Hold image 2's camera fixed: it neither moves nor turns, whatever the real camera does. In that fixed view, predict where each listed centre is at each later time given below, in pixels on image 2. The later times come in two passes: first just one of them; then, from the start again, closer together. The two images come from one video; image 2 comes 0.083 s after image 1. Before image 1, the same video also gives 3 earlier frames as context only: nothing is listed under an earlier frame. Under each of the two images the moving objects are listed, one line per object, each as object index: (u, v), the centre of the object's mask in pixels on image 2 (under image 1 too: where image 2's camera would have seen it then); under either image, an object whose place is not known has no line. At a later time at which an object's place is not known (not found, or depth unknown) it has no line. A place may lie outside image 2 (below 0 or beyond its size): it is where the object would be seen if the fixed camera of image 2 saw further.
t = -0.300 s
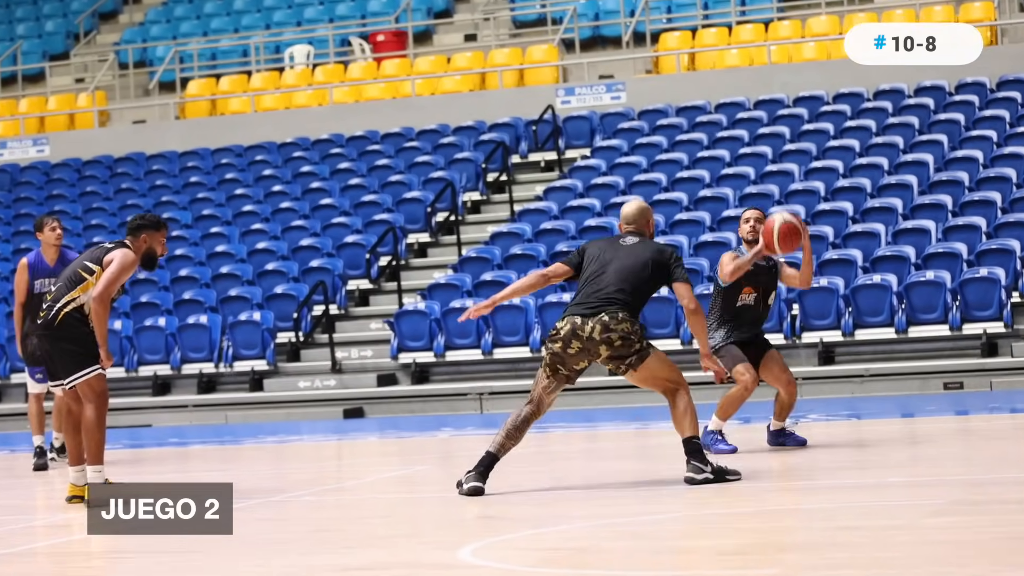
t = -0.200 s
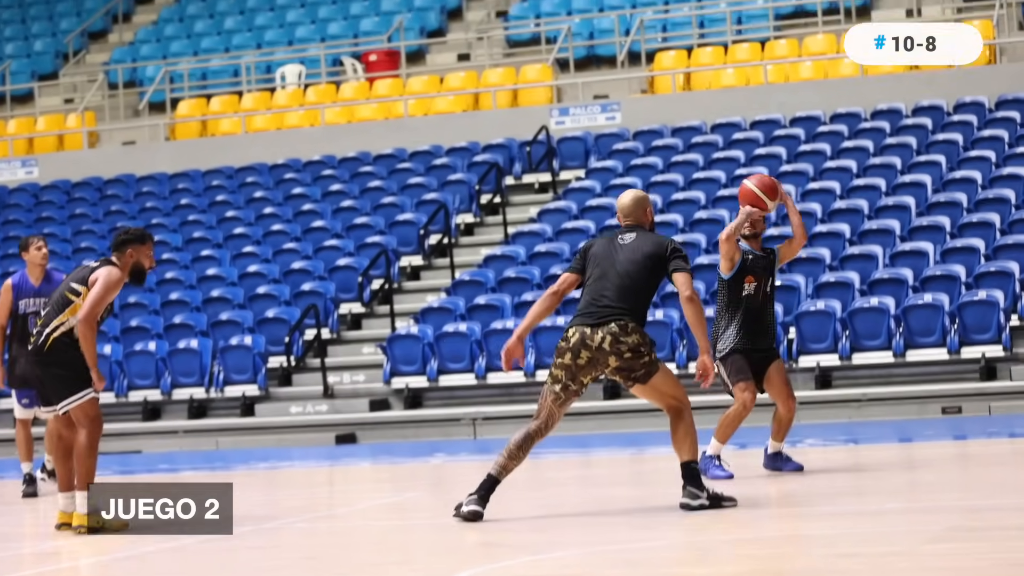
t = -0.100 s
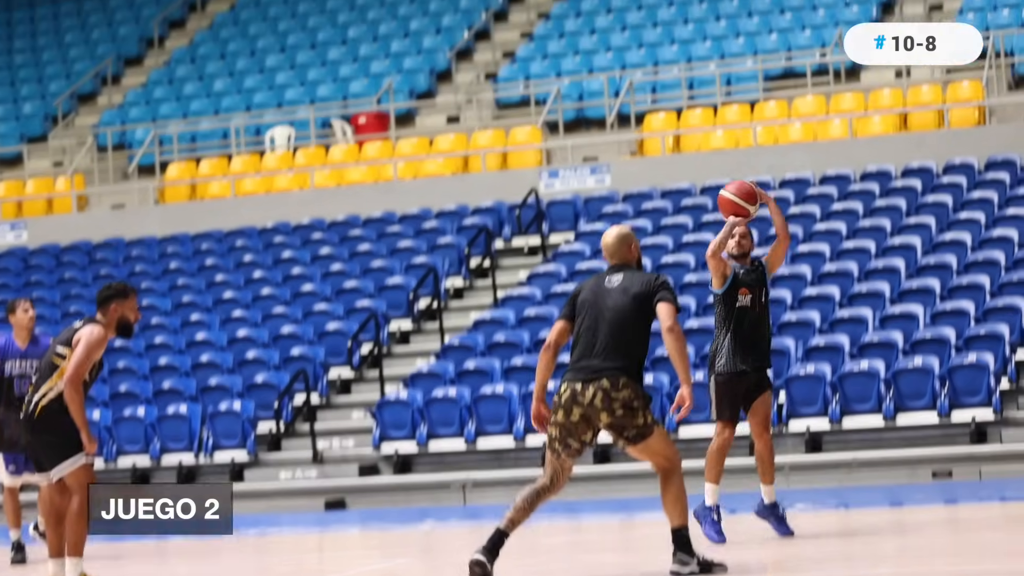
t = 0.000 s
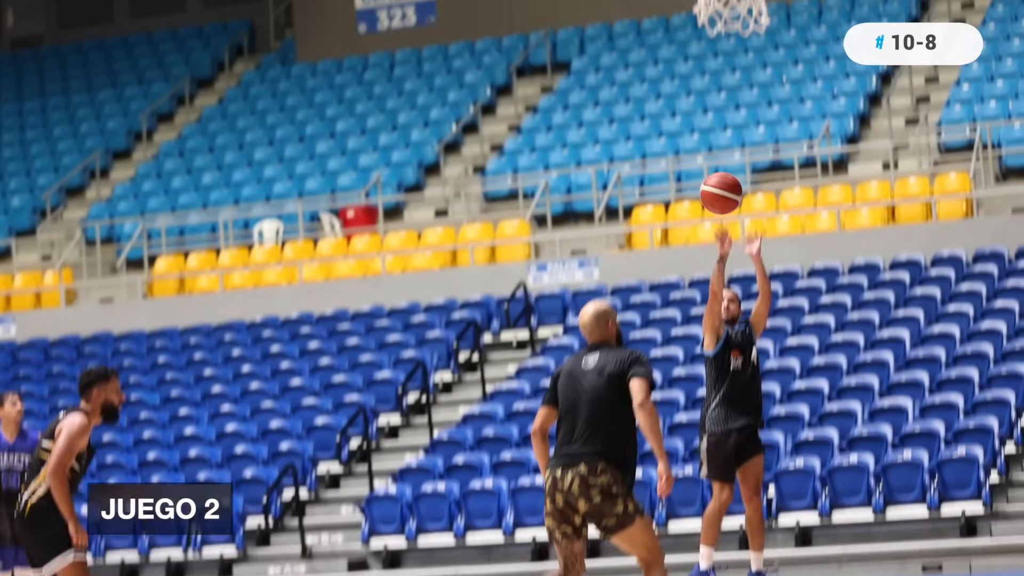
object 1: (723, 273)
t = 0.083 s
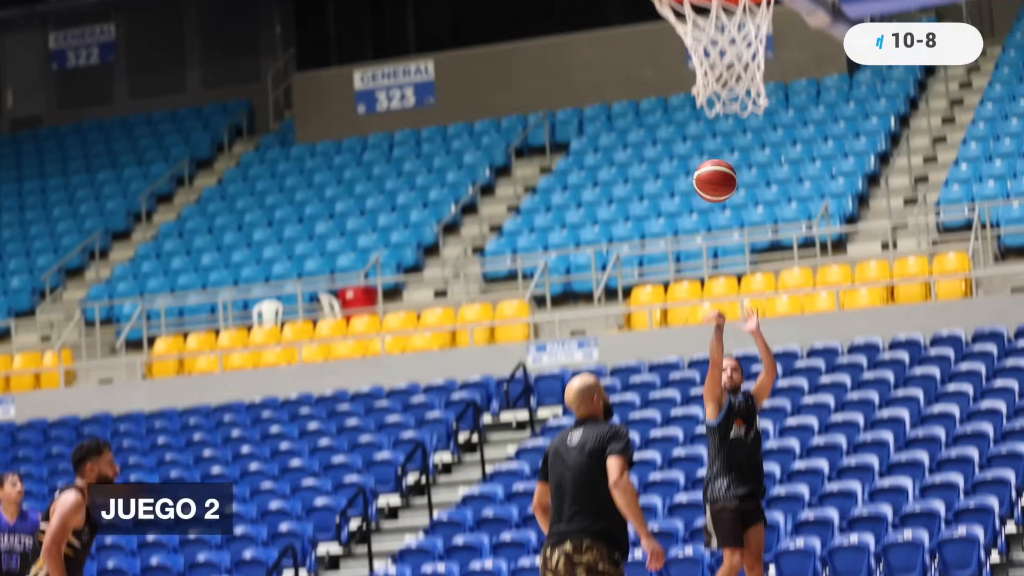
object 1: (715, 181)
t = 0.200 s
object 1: (707, 62)
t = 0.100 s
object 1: (714, 163)
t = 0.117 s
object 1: (713, 146)
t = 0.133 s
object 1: (712, 130)
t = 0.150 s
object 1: (711, 114)
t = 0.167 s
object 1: (710, 97)
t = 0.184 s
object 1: (708, 81)
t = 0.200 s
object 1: (707, 62)
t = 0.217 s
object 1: (706, 47)
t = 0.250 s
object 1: (703, 17)
